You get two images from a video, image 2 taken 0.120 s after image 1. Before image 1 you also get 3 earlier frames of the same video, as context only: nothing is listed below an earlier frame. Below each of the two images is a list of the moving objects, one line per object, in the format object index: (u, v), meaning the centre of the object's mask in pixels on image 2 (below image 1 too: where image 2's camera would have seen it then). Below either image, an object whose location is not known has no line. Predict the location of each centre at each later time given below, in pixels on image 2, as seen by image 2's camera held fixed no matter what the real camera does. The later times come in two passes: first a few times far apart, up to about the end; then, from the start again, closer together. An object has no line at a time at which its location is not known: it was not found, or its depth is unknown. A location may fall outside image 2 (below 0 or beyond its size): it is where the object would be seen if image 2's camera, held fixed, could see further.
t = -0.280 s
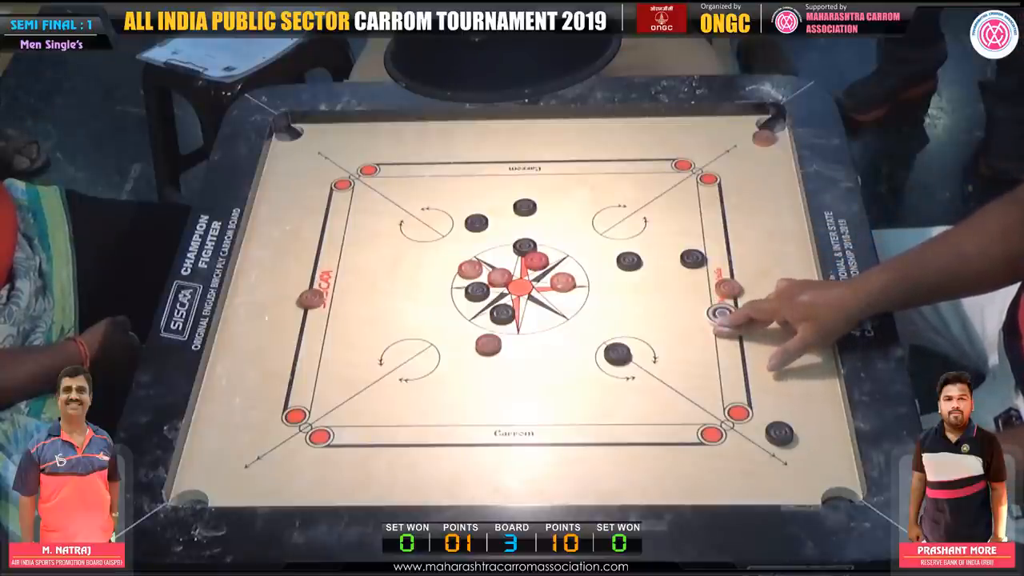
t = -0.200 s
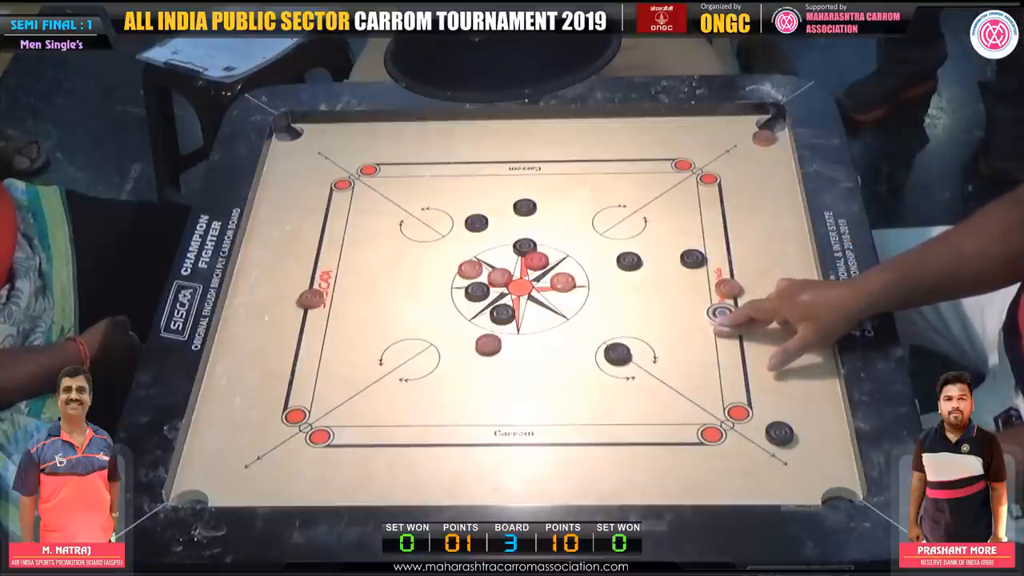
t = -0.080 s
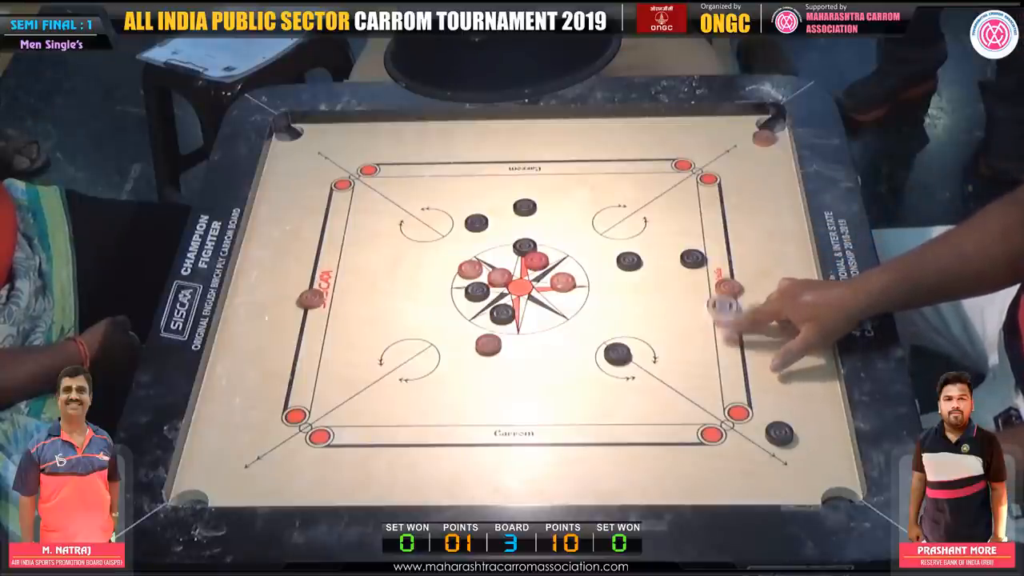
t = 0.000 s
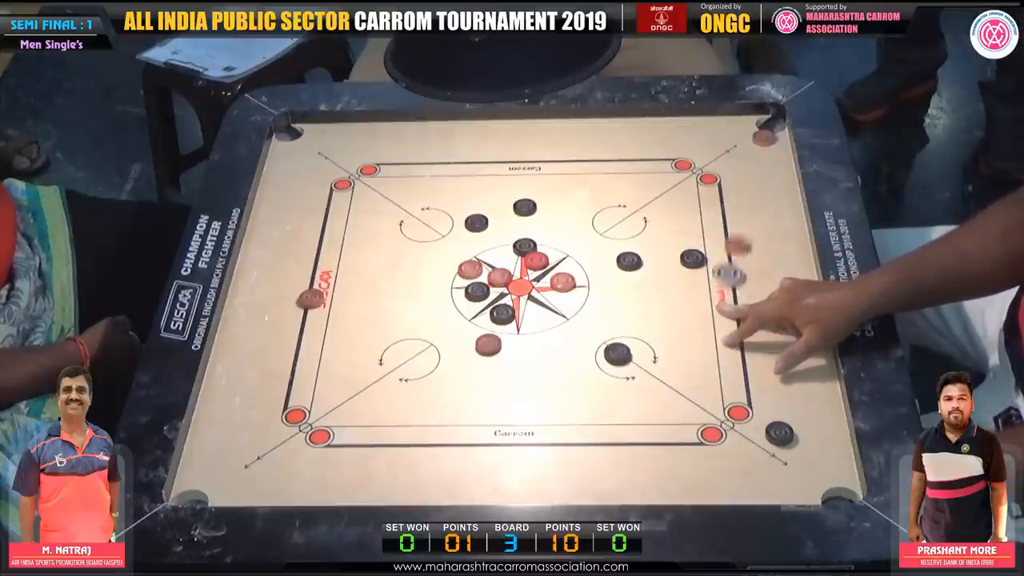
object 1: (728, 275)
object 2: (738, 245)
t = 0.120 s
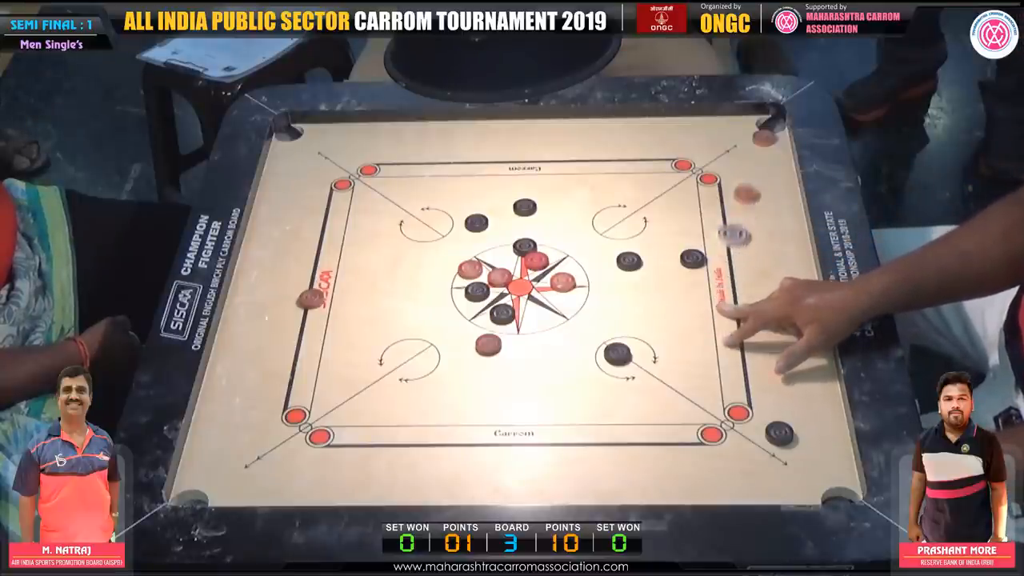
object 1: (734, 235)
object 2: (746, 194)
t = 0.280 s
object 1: (738, 199)
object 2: (752, 149)
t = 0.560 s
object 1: (740, 170)
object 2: (744, 145)
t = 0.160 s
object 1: (736, 224)
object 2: (749, 179)
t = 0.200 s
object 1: (737, 215)
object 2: (751, 167)
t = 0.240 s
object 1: (737, 206)
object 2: (753, 156)
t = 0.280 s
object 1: (738, 199)
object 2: (752, 149)
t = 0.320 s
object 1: (739, 191)
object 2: (749, 147)
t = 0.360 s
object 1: (740, 186)
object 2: (746, 146)
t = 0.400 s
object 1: (740, 181)
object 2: (745, 145)
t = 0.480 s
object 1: (740, 174)
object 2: (744, 145)
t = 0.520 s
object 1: (740, 172)
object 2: (744, 145)
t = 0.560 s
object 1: (740, 170)
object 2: (744, 145)
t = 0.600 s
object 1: (740, 170)
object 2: (744, 145)
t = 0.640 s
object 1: (740, 170)
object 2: (744, 145)
